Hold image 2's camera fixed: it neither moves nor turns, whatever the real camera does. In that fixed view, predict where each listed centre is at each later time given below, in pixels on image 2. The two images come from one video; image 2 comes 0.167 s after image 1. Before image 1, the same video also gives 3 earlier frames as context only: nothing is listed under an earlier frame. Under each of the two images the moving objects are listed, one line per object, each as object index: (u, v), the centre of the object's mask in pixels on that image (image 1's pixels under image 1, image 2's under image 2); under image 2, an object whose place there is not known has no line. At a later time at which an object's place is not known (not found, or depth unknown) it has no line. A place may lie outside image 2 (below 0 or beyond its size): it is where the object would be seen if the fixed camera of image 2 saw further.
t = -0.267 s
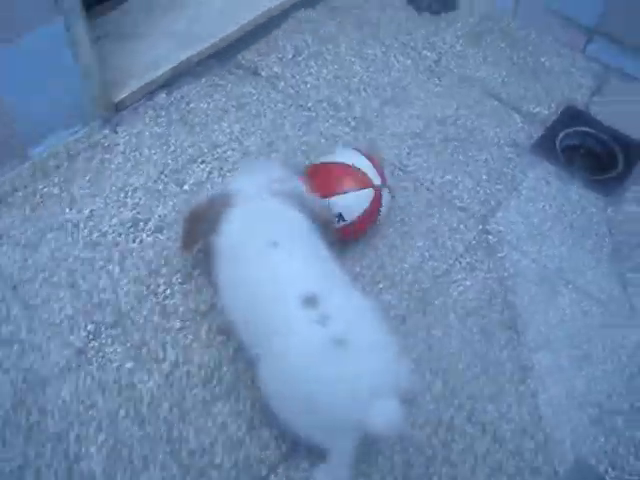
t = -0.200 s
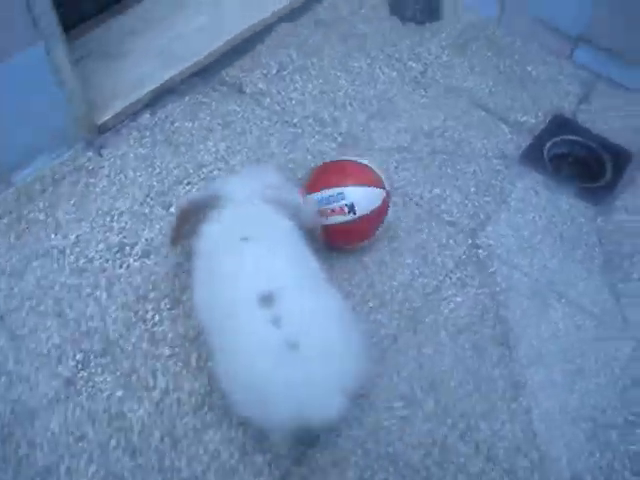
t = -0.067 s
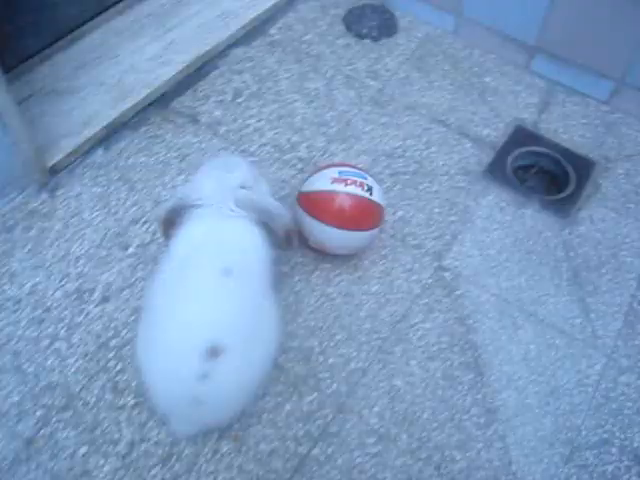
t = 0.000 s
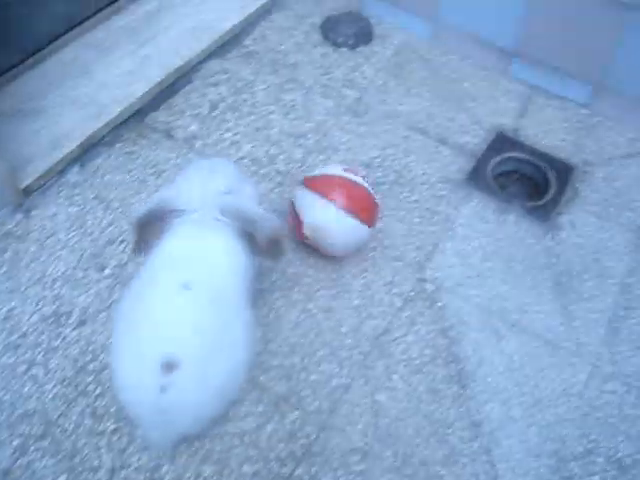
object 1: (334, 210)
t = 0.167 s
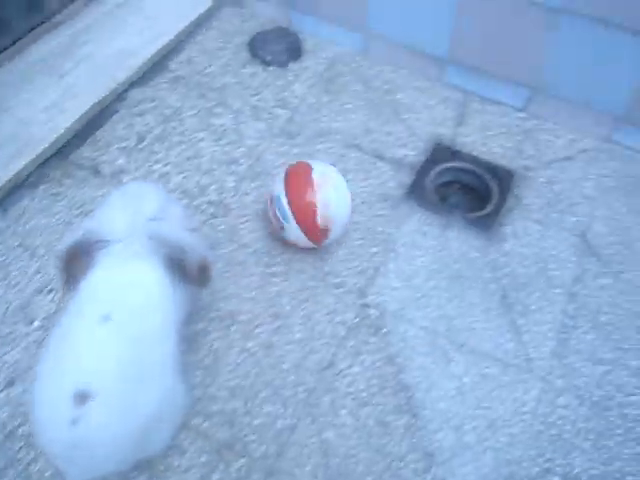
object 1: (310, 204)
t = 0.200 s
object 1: (317, 197)
